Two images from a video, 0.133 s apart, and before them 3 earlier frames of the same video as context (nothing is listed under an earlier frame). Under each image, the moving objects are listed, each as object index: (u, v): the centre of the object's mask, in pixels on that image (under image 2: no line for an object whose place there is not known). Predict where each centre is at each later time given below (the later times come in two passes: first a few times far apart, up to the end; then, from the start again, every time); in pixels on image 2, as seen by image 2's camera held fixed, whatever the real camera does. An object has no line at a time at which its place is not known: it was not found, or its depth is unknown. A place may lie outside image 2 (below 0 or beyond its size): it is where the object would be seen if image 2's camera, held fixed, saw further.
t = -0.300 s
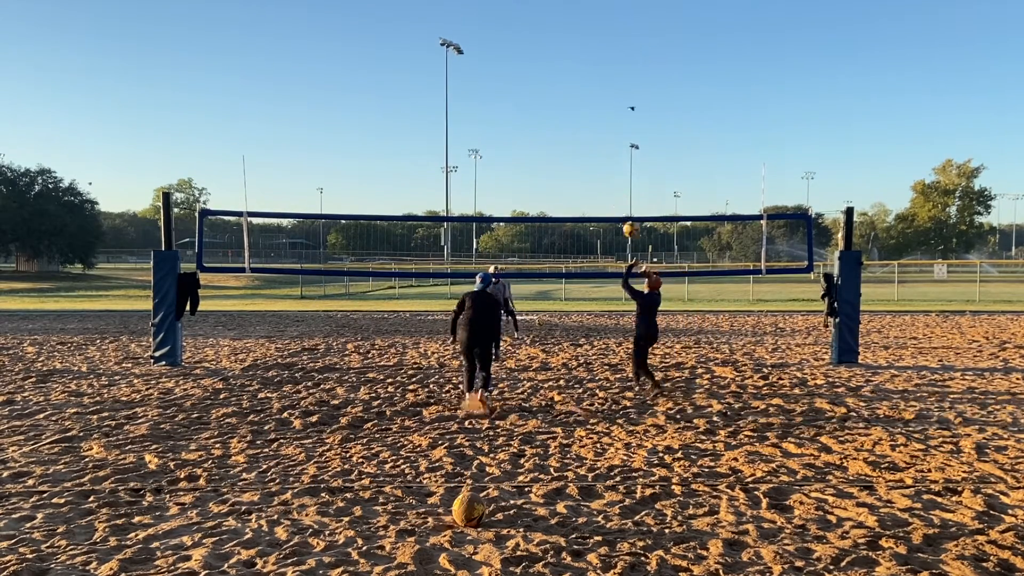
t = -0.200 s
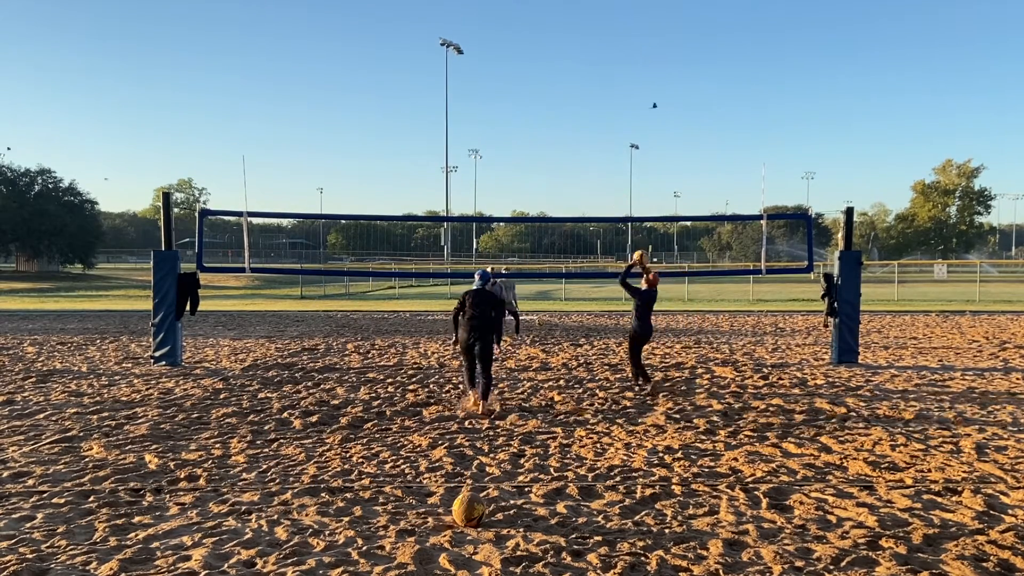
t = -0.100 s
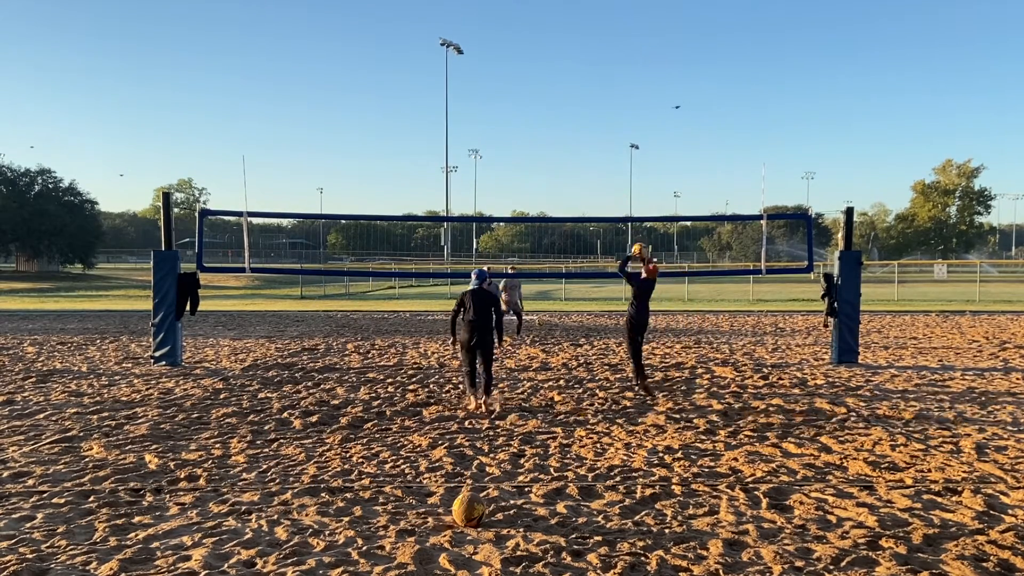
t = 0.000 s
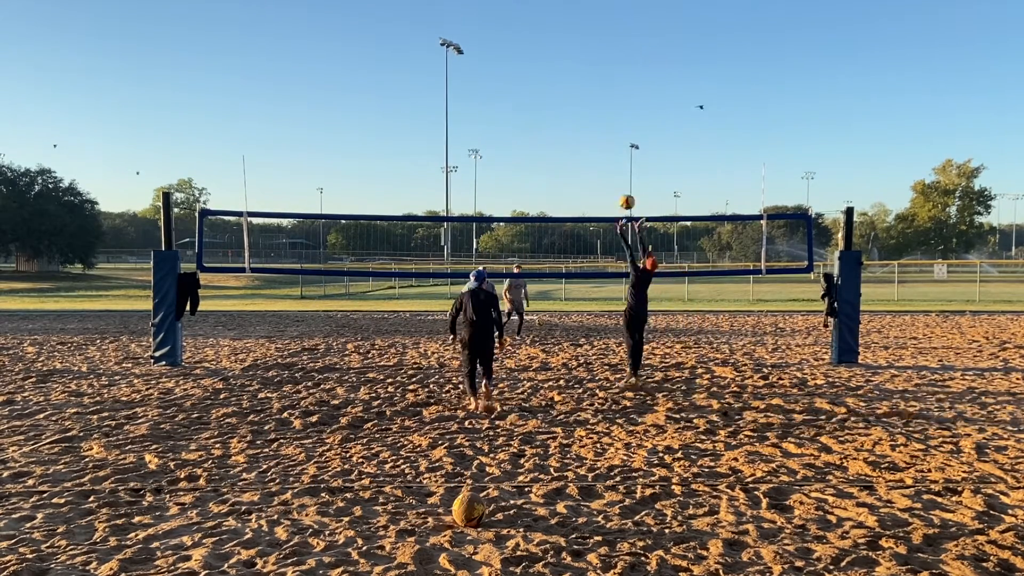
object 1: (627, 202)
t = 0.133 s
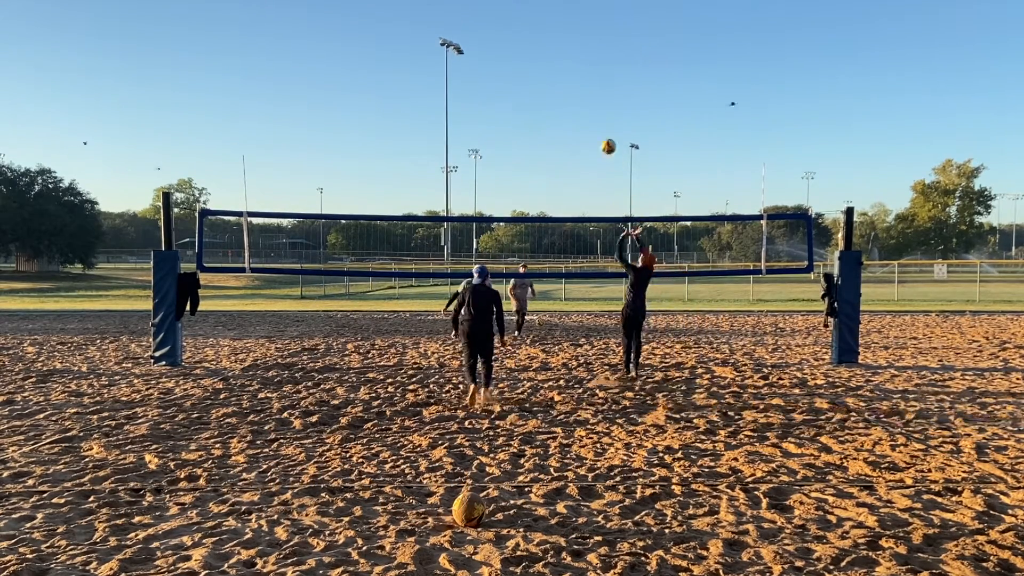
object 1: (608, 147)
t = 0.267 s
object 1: (591, 107)
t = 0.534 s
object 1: (559, 68)
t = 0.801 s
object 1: (529, 79)
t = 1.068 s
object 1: (502, 136)
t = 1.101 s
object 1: (499, 146)
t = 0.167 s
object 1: (604, 135)
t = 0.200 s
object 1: (600, 125)
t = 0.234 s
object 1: (595, 115)
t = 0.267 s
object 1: (591, 107)
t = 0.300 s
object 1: (587, 99)
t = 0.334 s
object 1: (583, 92)
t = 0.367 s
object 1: (579, 86)
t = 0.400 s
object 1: (575, 81)
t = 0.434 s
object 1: (571, 76)
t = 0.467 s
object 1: (567, 73)
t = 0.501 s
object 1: (563, 70)
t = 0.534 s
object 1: (559, 68)
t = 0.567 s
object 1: (555, 66)
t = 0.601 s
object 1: (551, 66)
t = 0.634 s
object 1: (547, 66)
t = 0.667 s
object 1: (544, 67)
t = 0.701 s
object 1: (540, 69)
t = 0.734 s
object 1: (536, 72)
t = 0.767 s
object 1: (533, 75)
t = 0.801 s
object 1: (529, 79)
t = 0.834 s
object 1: (525, 84)
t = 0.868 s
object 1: (522, 90)
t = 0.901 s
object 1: (519, 96)
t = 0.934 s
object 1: (515, 103)
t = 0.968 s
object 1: (512, 110)
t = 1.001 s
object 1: (508, 118)
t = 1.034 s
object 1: (505, 127)
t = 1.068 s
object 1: (502, 136)
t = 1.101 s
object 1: (499, 146)
